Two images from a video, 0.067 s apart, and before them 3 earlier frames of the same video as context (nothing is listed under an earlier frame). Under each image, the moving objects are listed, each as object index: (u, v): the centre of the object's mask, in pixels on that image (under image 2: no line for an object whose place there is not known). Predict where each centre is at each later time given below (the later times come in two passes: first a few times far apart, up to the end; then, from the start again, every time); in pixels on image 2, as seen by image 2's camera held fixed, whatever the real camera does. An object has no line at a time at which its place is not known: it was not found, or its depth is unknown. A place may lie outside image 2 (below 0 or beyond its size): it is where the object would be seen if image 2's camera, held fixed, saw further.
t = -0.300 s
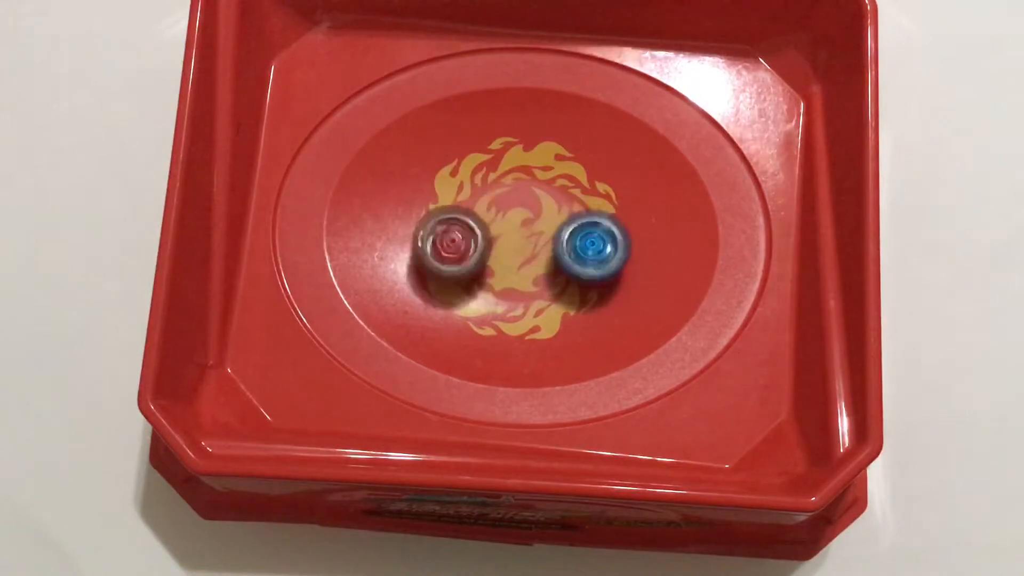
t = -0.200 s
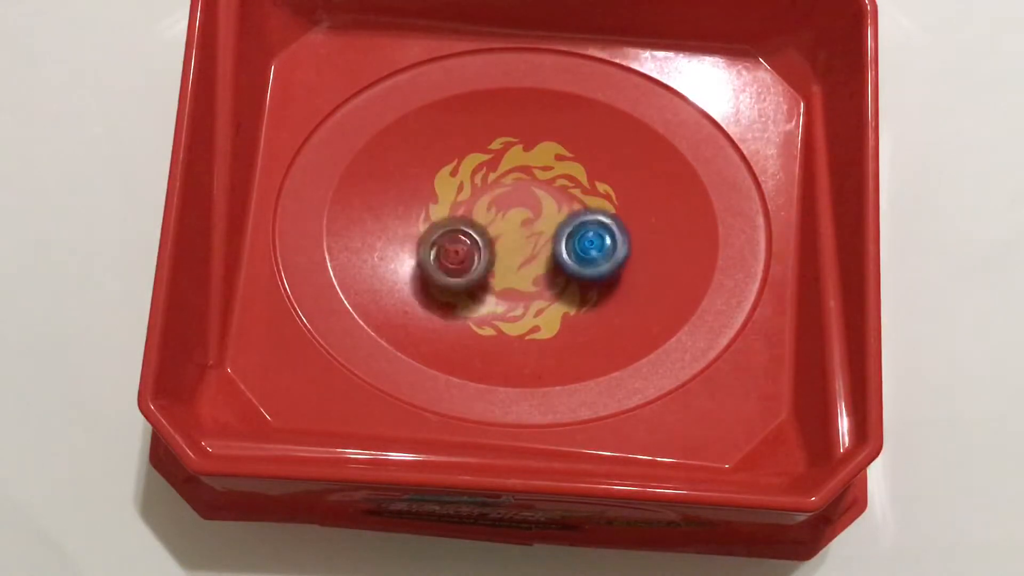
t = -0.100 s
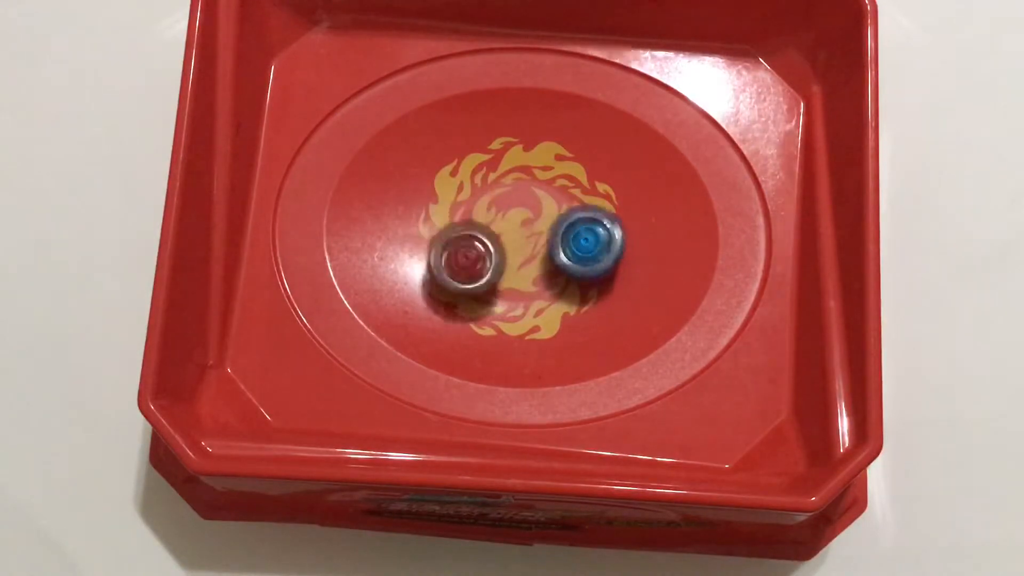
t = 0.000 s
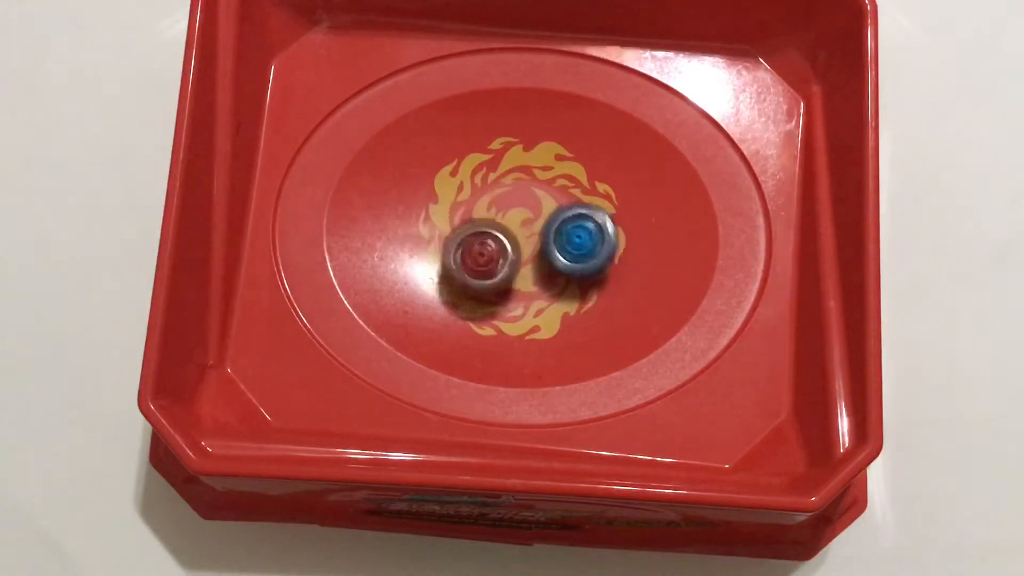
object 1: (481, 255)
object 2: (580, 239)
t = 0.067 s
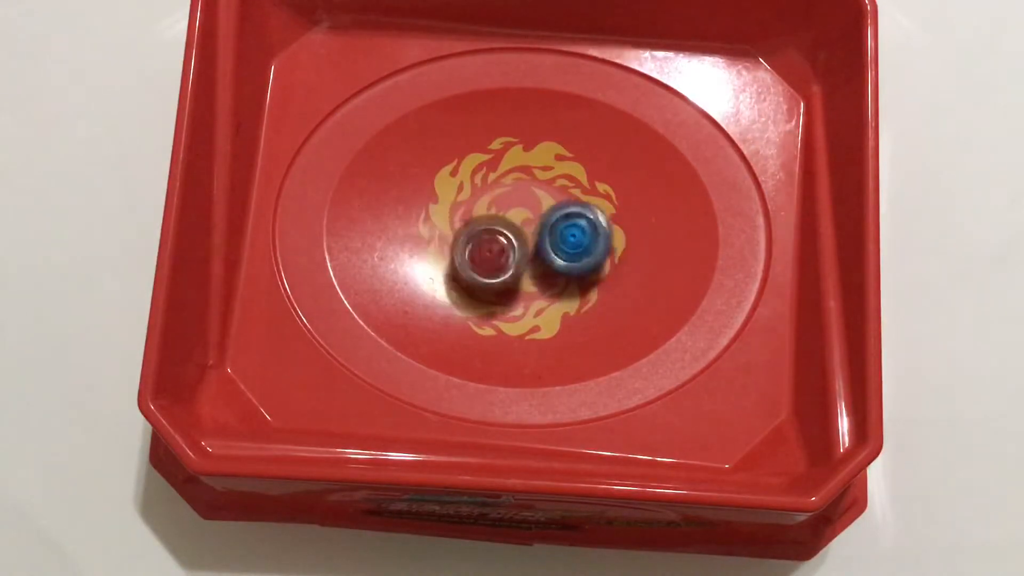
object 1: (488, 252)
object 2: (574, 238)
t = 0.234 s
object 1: (472, 249)
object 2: (583, 234)
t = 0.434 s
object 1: (456, 248)
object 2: (575, 238)
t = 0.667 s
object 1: (468, 251)
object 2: (568, 246)
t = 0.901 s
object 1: (473, 238)
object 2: (573, 252)
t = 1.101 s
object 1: (473, 230)
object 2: (578, 248)
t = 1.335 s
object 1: (482, 218)
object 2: (572, 241)
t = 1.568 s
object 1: (474, 200)
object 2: (571, 245)
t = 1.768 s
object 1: (459, 194)
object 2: (571, 249)
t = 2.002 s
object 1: (471, 210)
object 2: (568, 252)
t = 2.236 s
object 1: (487, 222)
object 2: (575, 254)
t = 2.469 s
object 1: (471, 221)
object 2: (577, 252)
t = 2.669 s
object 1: (463, 223)
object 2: (568, 247)
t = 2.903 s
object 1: (461, 220)
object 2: (554, 254)
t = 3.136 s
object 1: (466, 224)
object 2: (553, 266)
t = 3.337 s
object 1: (472, 234)
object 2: (558, 270)
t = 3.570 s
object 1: (481, 252)
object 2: (560, 264)
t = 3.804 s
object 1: (443, 247)
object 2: (587, 264)
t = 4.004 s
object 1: (452, 226)
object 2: (573, 258)
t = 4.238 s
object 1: (482, 217)
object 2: (555, 264)
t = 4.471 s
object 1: (500, 212)
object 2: (571, 293)
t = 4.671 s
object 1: (515, 215)
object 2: (567, 281)
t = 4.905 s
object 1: (498, 193)
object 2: (562, 267)
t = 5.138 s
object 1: (483, 169)
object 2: (538, 263)
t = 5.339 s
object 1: (479, 187)
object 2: (535, 270)
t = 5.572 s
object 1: (486, 218)
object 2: (545, 268)
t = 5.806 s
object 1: (467, 238)
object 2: (545, 266)
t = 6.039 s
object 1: (457, 265)
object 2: (543, 265)
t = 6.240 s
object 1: (462, 278)
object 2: (564, 255)
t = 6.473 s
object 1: (488, 268)
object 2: (565, 229)
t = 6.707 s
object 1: (497, 268)
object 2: (557, 210)
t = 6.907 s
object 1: (494, 269)
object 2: (559, 220)
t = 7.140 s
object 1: (492, 265)
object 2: (561, 216)
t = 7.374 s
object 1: (485, 259)
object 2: (558, 214)
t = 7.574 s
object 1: (467, 257)
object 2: (553, 200)
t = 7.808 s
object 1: (465, 239)
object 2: (553, 204)
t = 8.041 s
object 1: (471, 216)
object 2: (551, 206)
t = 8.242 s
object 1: (471, 209)
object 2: (559, 207)
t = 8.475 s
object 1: (473, 212)
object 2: (556, 210)
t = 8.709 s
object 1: (476, 202)
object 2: (557, 217)
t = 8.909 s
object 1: (472, 213)
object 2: (570, 214)
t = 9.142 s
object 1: (457, 210)
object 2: (572, 206)
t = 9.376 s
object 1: (479, 215)
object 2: (551, 196)
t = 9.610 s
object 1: (478, 224)
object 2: (542, 178)
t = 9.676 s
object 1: (481, 219)
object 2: (543, 181)
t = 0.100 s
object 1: (489, 253)
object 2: (575, 237)
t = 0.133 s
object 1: (485, 252)
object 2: (580, 236)
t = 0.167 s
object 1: (481, 251)
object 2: (581, 235)
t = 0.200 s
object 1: (477, 250)
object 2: (583, 234)
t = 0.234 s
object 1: (472, 249)
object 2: (583, 234)
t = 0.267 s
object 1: (469, 248)
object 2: (581, 234)
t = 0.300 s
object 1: (464, 249)
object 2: (580, 236)
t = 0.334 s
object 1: (461, 248)
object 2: (578, 236)
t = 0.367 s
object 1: (457, 247)
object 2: (577, 237)
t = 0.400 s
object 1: (457, 248)
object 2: (575, 237)
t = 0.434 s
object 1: (456, 248)
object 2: (575, 238)
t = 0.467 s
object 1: (455, 251)
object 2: (573, 240)
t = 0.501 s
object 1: (457, 250)
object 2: (572, 240)
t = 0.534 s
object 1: (457, 251)
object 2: (571, 242)
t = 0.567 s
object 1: (461, 252)
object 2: (569, 243)
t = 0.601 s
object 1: (462, 252)
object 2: (569, 244)
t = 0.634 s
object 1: (465, 253)
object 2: (568, 246)
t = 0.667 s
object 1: (468, 251)
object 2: (568, 246)
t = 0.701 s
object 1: (470, 251)
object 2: (567, 248)
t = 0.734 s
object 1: (474, 248)
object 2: (566, 249)
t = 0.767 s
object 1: (478, 247)
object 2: (566, 251)
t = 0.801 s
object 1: (481, 245)
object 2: (566, 251)
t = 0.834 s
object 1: (479, 242)
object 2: (570, 252)
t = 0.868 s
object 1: (477, 241)
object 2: (571, 251)
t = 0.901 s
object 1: (473, 238)
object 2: (573, 252)
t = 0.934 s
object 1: (474, 236)
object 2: (573, 252)
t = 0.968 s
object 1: (473, 235)
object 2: (575, 252)
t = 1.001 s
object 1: (471, 234)
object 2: (576, 252)
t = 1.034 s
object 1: (472, 232)
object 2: (577, 251)
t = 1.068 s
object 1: (471, 231)
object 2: (577, 250)
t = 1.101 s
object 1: (473, 230)
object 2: (578, 248)
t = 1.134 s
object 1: (471, 228)
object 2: (577, 248)
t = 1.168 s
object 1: (473, 228)
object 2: (578, 246)
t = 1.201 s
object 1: (473, 223)
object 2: (577, 245)
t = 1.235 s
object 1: (476, 223)
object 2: (577, 244)
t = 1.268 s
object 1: (478, 221)
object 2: (575, 243)
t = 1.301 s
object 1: (479, 220)
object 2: (574, 243)
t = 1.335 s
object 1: (482, 218)
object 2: (572, 241)
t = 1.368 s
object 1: (484, 217)
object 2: (571, 241)
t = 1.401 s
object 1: (488, 216)
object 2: (568, 241)
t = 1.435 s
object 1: (485, 214)
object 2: (570, 241)
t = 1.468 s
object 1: (482, 210)
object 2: (572, 243)
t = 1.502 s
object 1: (479, 206)
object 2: (572, 243)
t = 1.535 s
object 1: (477, 204)
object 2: (572, 244)
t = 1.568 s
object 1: (474, 200)
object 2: (571, 245)
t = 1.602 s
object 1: (472, 197)
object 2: (571, 246)
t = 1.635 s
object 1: (468, 194)
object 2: (572, 247)
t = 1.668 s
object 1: (466, 193)
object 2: (571, 248)
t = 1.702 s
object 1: (463, 191)
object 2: (571, 248)
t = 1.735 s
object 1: (461, 193)
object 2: (571, 249)
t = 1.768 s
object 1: (459, 194)
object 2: (571, 249)
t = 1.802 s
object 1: (459, 196)
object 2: (570, 250)
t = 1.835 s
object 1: (461, 197)
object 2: (570, 250)
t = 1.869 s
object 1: (461, 200)
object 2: (570, 251)
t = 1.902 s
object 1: (463, 203)
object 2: (570, 251)
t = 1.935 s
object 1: (464, 205)
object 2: (569, 251)
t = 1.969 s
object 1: (468, 208)
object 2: (568, 252)
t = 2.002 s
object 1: (471, 210)
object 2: (568, 252)
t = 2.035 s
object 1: (475, 213)
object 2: (568, 252)
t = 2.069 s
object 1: (479, 215)
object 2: (568, 252)
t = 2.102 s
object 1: (483, 217)
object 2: (567, 253)
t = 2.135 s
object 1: (488, 220)
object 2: (567, 253)
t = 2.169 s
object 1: (492, 221)
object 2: (568, 254)
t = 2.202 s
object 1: (490, 222)
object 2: (573, 254)
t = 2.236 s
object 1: (487, 222)
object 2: (575, 254)
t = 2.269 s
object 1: (483, 223)
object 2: (577, 254)
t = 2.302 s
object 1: (482, 221)
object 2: (578, 254)
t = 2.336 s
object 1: (480, 221)
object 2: (578, 254)
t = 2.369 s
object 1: (477, 222)
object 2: (578, 253)
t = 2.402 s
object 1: (475, 222)
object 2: (578, 253)
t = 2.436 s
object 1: (472, 223)
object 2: (578, 253)
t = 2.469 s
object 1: (471, 221)
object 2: (577, 252)
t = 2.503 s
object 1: (469, 222)
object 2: (576, 251)
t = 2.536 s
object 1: (469, 221)
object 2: (575, 250)
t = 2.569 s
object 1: (465, 222)
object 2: (574, 249)
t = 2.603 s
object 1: (465, 222)
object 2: (572, 248)
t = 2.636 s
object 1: (462, 222)
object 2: (570, 247)
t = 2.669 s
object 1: (463, 223)
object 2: (568, 247)
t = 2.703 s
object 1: (462, 222)
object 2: (566, 248)
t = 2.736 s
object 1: (462, 223)
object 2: (564, 248)
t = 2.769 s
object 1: (462, 222)
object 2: (562, 249)
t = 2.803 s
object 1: (462, 222)
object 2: (559, 250)
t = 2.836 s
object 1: (461, 222)
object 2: (558, 251)
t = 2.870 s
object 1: (462, 221)
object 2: (556, 252)
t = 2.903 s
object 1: (461, 220)
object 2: (554, 254)
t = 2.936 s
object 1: (463, 219)
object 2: (553, 256)
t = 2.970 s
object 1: (462, 219)
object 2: (553, 258)
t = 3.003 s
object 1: (464, 220)
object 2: (552, 260)
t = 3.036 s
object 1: (463, 221)
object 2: (552, 262)
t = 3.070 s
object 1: (465, 222)
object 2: (552, 263)
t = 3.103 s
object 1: (464, 224)
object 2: (552, 265)
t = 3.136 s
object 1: (466, 224)
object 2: (553, 266)
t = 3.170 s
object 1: (464, 225)
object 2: (553, 268)
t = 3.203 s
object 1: (466, 225)
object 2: (554, 269)
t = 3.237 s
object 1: (467, 227)
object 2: (556, 270)
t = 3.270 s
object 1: (469, 230)
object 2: (557, 270)
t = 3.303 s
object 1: (469, 231)
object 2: (558, 270)
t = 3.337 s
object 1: (472, 234)
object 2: (558, 270)
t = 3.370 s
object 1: (473, 236)
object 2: (559, 270)
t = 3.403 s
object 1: (474, 240)
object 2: (560, 269)
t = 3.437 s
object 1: (475, 241)
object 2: (561, 268)
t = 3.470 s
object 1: (478, 245)
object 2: (561, 267)
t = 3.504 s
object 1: (478, 247)
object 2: (561, 266)
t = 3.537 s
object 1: (480, 250)
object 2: (561, 265)
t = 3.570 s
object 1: (481, 252)
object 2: (560, 264)
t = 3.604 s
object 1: (479, 252)
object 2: (563, 263)
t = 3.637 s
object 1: (465, 253)
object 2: (575, 264)
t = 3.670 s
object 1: (456, 251)
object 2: (584, 265)
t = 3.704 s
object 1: (452, 251)
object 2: (588, 265)
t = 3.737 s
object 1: (449, 250)
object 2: (588, 264)
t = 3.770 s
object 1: (447, 249)
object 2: (587, 263)
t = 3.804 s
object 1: (443, 247)
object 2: (587, 264)
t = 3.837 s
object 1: (440, 241)
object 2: (585, 262)
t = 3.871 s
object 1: (442, 241)
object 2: (583, 261)
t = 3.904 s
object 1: (441, 241)
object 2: (581, 260)
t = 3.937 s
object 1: (445, 235)
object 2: (578, 260)
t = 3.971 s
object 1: (447, 231)
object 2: (576, 259)
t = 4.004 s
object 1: (452, 226)
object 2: (573, 258)
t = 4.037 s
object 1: (456, 224)
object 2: (571, 258)
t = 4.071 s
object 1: (460, 222)
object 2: (568, 258)
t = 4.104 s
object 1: (466, 218)
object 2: (565, 259)
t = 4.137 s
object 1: (469, 218)
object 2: (562, 259)
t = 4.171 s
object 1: (473, 216)
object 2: (559, 261)
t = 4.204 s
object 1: (478, 216)
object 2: (557, 262)
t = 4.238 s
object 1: (482, 217)
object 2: (555, 264)
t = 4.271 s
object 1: (488, 217)
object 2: (553, 266)
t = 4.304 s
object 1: (489, 215)
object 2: (558, 273)
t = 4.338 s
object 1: (489, 212)
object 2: (562, 279)
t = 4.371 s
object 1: (490, 211)
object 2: (567, 285)
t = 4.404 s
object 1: (494, 211)
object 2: (569, 289)
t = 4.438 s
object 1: (496, 212)
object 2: (571, 292)
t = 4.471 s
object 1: (500, 212)
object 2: (571, 293)
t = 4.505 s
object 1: (502, 213)
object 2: (571, 293)
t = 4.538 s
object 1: (506, 214)
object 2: (571, 292)
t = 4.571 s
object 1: (508, 214)
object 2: (570, 290)
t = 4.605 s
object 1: (511, 214)
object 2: (570, 287)
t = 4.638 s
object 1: (514, 215)
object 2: (569, 284)
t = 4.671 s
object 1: (515, 215)
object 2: (567, 281)
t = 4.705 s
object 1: (519, 215)
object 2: (566, 279)
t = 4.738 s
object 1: (519, 214)
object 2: (565, 277)
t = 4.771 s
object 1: (512, 208)
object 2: (569, 273)
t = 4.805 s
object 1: (509, 206)
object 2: (570, 272)
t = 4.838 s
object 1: (505, 201)
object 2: (569, 271)
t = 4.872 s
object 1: (502, 197)
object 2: (566, 268)
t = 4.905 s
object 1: (498, 193)
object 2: (562, 267)
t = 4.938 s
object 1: (495, 189)
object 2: (560, 264)
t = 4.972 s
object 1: (493, 183)
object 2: (555, 262)
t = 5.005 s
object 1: (492, 178)
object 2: (552, 261)
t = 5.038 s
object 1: (489, 172)
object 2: (547, 261)
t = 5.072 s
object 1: (488, 170)
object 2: (544, 260)
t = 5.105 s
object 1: (485, 169)
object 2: (541, 262)
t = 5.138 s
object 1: (483, 169)
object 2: (538, 263)
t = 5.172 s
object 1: (480, 167)
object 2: (536, 265)
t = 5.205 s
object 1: (480, 168)
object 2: (536, 265)
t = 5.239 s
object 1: (478, 173)
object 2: (534, 267)
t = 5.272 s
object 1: (476, 176)
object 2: (534, 268)
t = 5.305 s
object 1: (478, 179)
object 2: (535, 269)
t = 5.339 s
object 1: (479, 187)
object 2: (535, 270)
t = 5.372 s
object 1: (480, 190)
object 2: (536, 269)
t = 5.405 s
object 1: (482, 193)
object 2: (537, 270)
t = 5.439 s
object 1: (484, 199)
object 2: (537, 269)
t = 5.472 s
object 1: (486, 204)
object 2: (539, 269)
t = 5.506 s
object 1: (487, 212)
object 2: (539, 270)
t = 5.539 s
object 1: (487, 216)
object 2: (541, 270)
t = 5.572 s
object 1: (486, 218)
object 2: (545, 268)
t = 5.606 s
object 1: (484, 221)
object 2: (548, 269)
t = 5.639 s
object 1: (483, 222)
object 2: (550, 269)
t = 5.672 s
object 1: (483, 224)
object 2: (550, 267)
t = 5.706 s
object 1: (479, 228)
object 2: (550, 266)
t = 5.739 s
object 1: (475, 233)
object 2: (549, 265)
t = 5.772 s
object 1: (472, 235)
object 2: (546, 265)
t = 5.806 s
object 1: (467, 238)
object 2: (545, 266)
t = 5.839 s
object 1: (464, 240)
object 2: (545, 267)
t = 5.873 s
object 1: (461, 244)
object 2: (544, 266)
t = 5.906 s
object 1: (457, 248)
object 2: (543, 266)
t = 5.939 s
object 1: (457, 251)
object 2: (542, 266)
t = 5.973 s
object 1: (456, 255)
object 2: (542, 266)
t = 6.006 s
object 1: (455, 262)
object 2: (542, 266)
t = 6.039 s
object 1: (457, 265)
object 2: (543, 265)
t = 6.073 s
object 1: (460, 267)
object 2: (543, 264)
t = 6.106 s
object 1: (459, 268)
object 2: (545, 262)
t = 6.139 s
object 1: (459, 271)
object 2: (550, 259)
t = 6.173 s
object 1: (459, 272)
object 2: (555, 258)
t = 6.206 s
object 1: (459, 274)
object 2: (560, 257)
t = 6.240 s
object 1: (462, 278)
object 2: (564, 255)
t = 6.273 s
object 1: (465, 278)
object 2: (567, 252)
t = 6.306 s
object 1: (470, 277)
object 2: (569, 248)
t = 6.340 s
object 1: (474, 277)
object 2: (570, 244)
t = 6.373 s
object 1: (476, 277)
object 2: (570, 240)
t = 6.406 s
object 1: (481, 272)
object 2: (568, 237)
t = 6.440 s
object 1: (484, 270)
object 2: (567, 233)
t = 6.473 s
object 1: (488, 268)
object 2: (565, 229)
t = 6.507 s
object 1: (493, 265)
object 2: (562, 226)
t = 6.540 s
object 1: (497, 266)
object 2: (561, 224)
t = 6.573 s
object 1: (496, 266)
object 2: (563, 220)
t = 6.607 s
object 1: (496, 265)
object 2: (563, 215)
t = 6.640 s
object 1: (497, 266)
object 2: (560, 212)
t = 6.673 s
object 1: (496, 268)
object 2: (559, 211)
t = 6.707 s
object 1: (497, 268)
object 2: (557, 210)
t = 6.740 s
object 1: (498, 268)
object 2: (555, 209)
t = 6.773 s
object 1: (495, 270)
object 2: (553, 211)
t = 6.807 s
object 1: (495, 269)
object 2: (553, 214)
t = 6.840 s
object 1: (496, 270)
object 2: (554, 217)
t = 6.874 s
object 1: (494, 272)
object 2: (558, 220)
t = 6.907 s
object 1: (494, 269)
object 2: (559, 220)
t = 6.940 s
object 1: (495, 269)
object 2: (560, 220)
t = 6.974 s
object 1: (497, 269)
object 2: (560, 220)
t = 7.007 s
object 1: (496, 268)
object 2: (560, 220)
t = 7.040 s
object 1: (495, 267)
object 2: (560, 220)
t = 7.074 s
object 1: (494, 267)
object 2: (560, 217)
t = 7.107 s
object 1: (494, 266)
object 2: (560, 217)
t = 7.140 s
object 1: (492, 265)
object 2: (561, 216)
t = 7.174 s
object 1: (492, 264)
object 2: (562, 217)
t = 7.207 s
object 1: (490, 262)
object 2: (562, 216)
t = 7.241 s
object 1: (490, 262)
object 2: (561, 215)
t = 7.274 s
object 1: (489, 261)
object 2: (559, 214)
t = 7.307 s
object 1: (488, 261)
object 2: (558, 214)
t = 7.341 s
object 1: (487, 259)
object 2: (557, 215)
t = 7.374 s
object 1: (485, 259)
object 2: (558, 214)
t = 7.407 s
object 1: (478, 261)
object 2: (558, 211)
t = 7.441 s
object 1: (475, 259)
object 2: (559, 207)
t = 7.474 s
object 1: (474, 258)
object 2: (558, 204)
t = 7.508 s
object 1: (473, 259)
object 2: (557, 203)
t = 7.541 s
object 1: (471, 258)
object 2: (554, 200)
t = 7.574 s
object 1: (467, 257)
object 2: (553, 200)
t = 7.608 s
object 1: (464, 254)
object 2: (551, 203)
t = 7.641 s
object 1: (463, 251)
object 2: (550, 205)
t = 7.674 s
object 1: (464, 252)
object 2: (551, 205)
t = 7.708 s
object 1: (463, 250)
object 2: (552, 205)
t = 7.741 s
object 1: (462, 247)
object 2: (552, 205)
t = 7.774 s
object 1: (463, 243)
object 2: (553, 203)
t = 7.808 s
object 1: (465, 239)
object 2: (553, 204)
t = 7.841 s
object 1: (465, 236)
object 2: (555, 203)
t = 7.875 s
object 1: (467, 231)
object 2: (555, 204)
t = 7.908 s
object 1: (467, 228)
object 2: (555, 203)
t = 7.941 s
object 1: (467, 223)
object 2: (554, 205)
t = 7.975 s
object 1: (469, 219)
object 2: (554, 206)
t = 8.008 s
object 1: (470, 218)
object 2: (553, 205)
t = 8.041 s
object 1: (471, 216)
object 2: (551, 206)
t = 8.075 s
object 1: (472, 212)
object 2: (550, 208)
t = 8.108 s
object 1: (474, 211)
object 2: (549, 208)
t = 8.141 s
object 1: (472, 209)
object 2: (552, 209)
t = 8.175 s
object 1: (470, 208)
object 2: (555, 210)
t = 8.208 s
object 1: (471, 208)
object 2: (557, 209)
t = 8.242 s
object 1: (471, 209)
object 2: (559, 207)
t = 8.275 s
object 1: (470, 207)
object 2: (559, 206)
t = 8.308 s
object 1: (469, 204)
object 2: (559, 206)
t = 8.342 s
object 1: (472, 203)
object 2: (558, 203)
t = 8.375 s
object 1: (476, 205)
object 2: (557, 203)
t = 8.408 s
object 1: (475, 209)
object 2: (558, 204)
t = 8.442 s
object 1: (474, 211)
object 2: (557, 207)
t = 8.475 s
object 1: (473, 212)
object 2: (556, 210)
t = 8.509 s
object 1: (469, 212)
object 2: (556, 212)
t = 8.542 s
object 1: (469, 211)
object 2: (558, 214)
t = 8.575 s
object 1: (468, 209)
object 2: (558, 216)
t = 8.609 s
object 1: (467, 206)
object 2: (557, 216)
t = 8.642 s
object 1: (469, 202)
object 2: (557, 216)
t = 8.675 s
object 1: (471, 201)
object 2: (558, 216)
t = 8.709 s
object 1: (476, 202)
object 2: (557, 217)
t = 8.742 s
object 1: (477, 204)
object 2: (557, 219)
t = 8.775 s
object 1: (481, 207)
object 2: (558, 219)
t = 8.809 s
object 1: (483, 209)
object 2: (558, 219)
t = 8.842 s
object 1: (483, 212)
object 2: (558, 217)
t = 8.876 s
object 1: (477, 213)
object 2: (564, 216)
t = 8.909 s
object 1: (472, 213)
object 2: (570, 214)
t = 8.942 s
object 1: (464, 215)
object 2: (573, 212)
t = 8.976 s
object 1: (457, 218)
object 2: (576, 211)
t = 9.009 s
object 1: (454, 214)
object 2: (578, 209)
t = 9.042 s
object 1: (454, 212)
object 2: (576, 208)
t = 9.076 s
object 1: (454, 211)
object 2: (575, 208)
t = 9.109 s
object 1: (456, 210)
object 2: (574, 207)
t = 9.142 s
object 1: (457, 210)
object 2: (572, 206)
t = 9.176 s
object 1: (458, 208)
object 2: (572, 203)
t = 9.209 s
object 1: (461, 205)
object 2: (569, 203)
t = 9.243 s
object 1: (464, 207)
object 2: (565, 202)
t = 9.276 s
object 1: (470, 208)
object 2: (561, 202)
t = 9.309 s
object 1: (473, 211)
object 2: (557, 200)
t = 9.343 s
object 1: (477, 212)
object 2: (554, 198)
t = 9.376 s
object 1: (479, 215)
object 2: (551, 196)
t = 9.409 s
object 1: (479, 218)
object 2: (547, 194)
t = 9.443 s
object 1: (477, 223)
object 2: (546, 190)
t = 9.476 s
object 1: (476, 223)
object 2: (545, 187)
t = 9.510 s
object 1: (475, 226)
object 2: (544, 183)
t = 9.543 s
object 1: (475, 227)
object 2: (543, 180)
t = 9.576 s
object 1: (475, 227)
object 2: (542, 178)
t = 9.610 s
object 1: (478, 224)
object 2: (542, 178)
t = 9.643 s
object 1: (480, 222)
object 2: (542, 178)
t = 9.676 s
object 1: (481, 219)
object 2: (543, 181)
